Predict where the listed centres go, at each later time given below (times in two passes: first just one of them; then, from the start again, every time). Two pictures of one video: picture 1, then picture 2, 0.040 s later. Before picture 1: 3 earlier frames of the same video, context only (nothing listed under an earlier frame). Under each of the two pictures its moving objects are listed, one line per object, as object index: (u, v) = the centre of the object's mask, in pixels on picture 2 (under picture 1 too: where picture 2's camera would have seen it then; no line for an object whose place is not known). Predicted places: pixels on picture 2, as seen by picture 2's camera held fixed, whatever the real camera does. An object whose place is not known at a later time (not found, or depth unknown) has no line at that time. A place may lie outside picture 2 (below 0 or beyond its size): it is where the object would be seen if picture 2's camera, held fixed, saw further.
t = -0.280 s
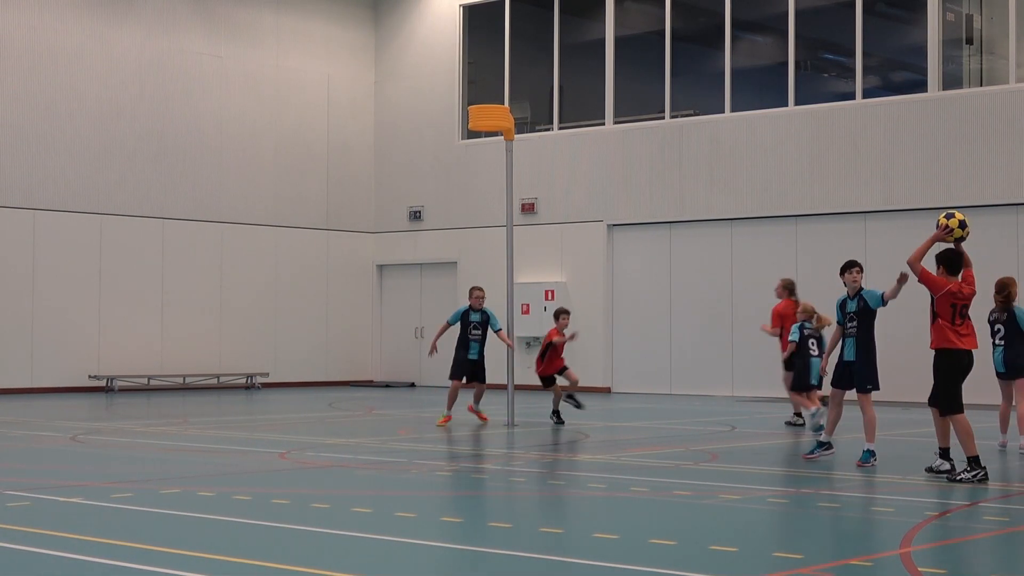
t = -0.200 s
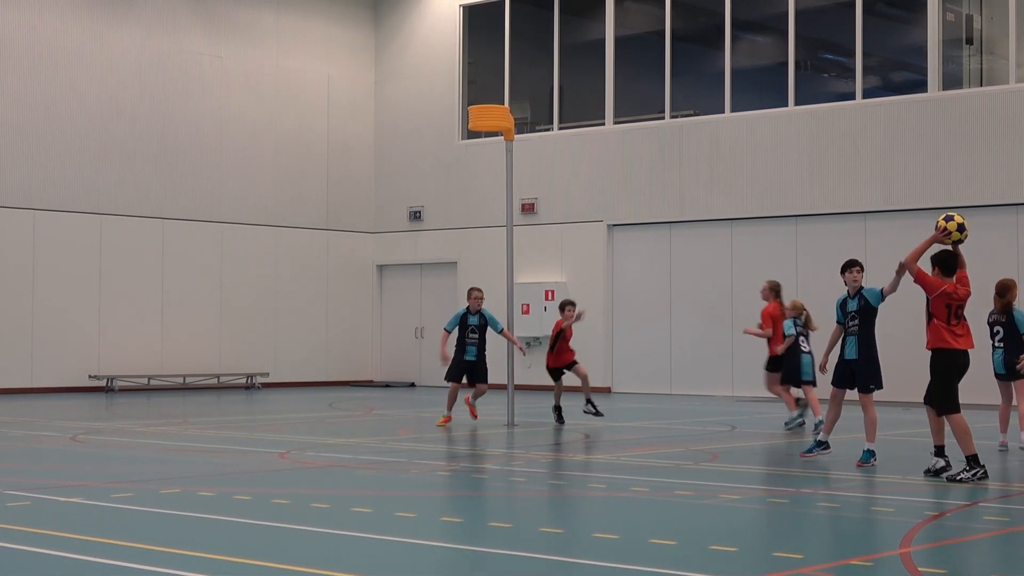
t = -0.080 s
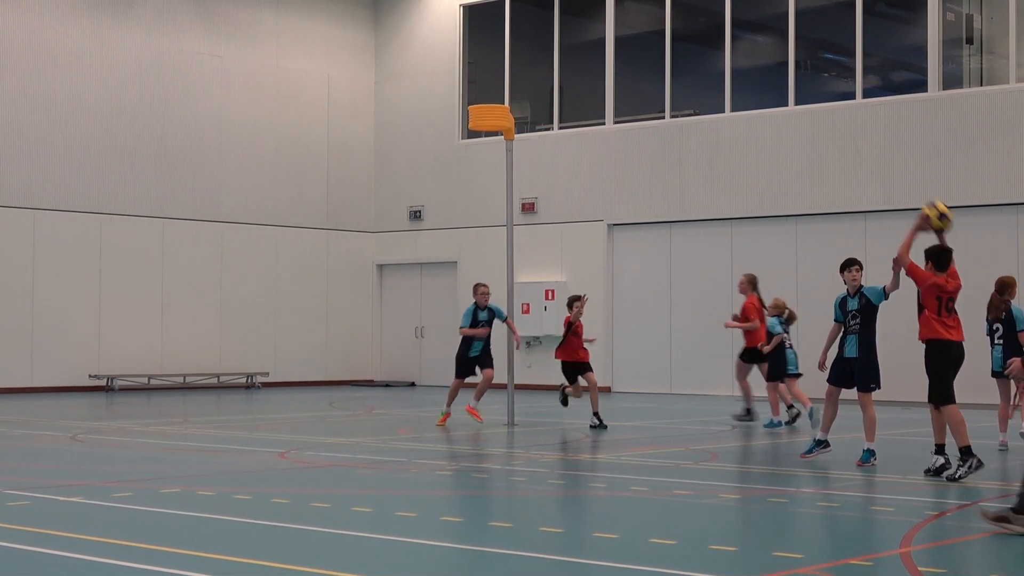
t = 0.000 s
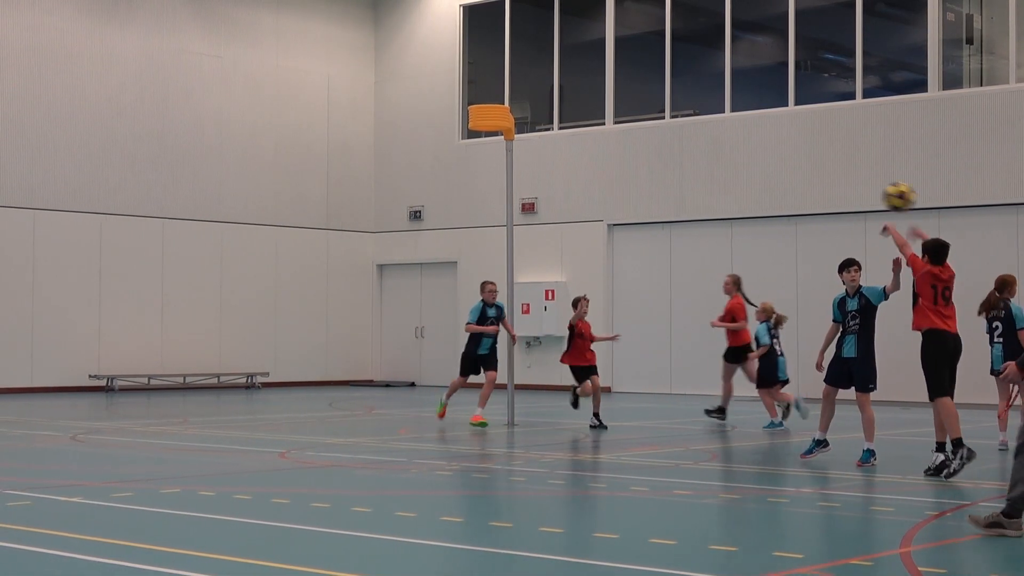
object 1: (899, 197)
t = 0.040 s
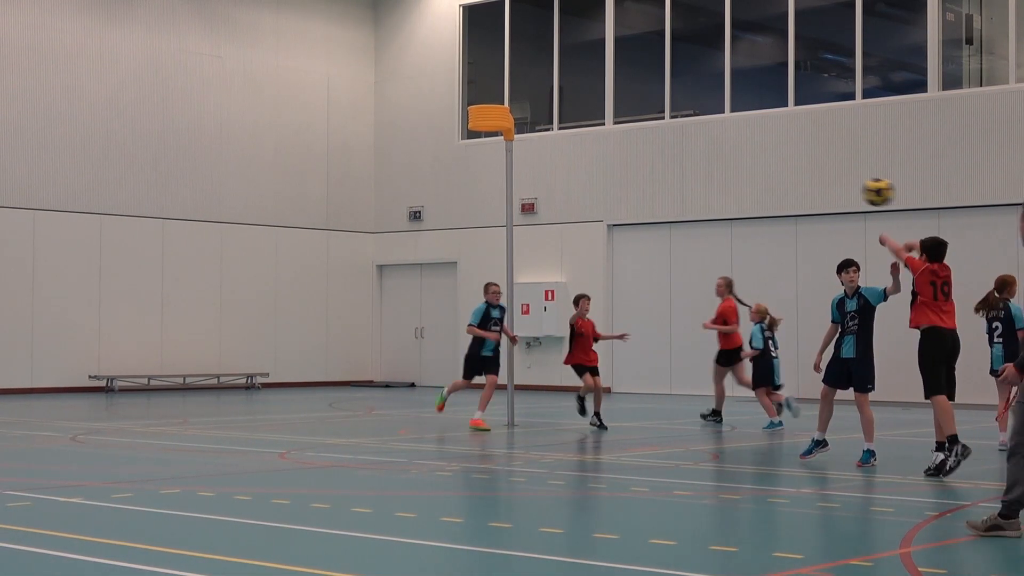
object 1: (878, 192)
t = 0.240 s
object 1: (790, 196)
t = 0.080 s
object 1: (859, 189)
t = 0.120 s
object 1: (840, 187)
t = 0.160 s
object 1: (823, 189)
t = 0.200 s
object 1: (806, 192)
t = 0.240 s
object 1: (790, 196)
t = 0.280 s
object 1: (775, 203)
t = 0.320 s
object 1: (760, 211)
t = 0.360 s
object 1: (746, 221)
